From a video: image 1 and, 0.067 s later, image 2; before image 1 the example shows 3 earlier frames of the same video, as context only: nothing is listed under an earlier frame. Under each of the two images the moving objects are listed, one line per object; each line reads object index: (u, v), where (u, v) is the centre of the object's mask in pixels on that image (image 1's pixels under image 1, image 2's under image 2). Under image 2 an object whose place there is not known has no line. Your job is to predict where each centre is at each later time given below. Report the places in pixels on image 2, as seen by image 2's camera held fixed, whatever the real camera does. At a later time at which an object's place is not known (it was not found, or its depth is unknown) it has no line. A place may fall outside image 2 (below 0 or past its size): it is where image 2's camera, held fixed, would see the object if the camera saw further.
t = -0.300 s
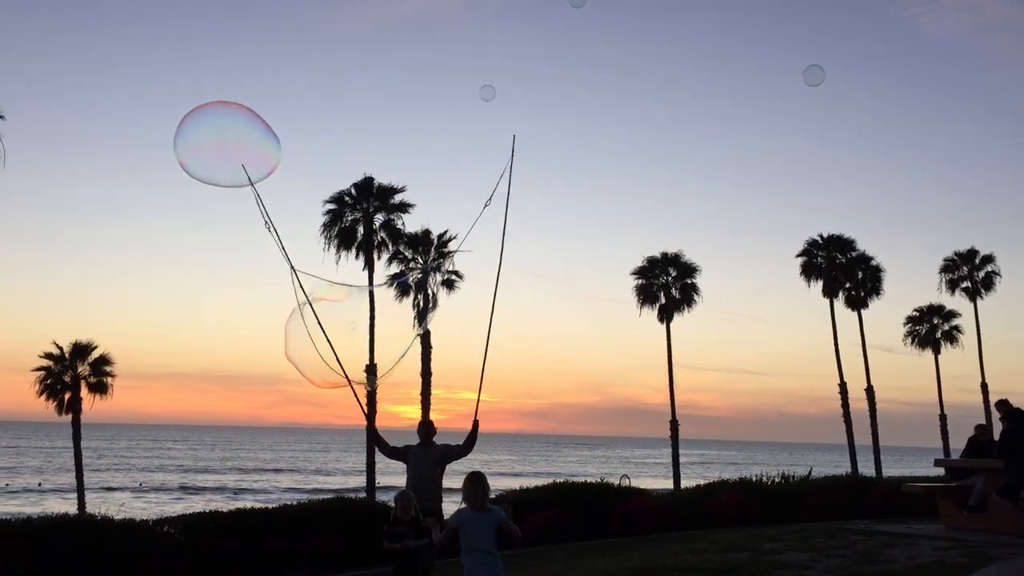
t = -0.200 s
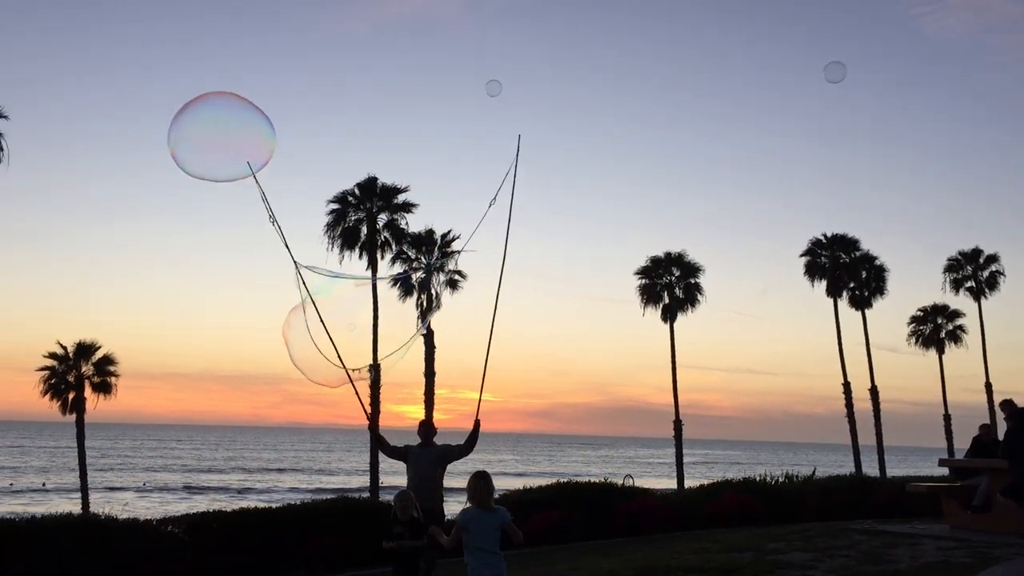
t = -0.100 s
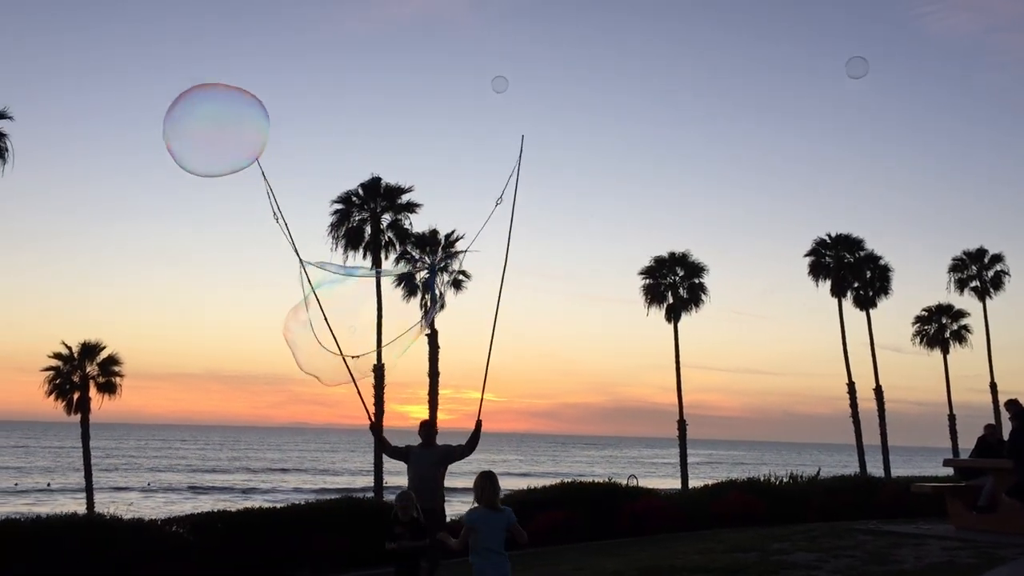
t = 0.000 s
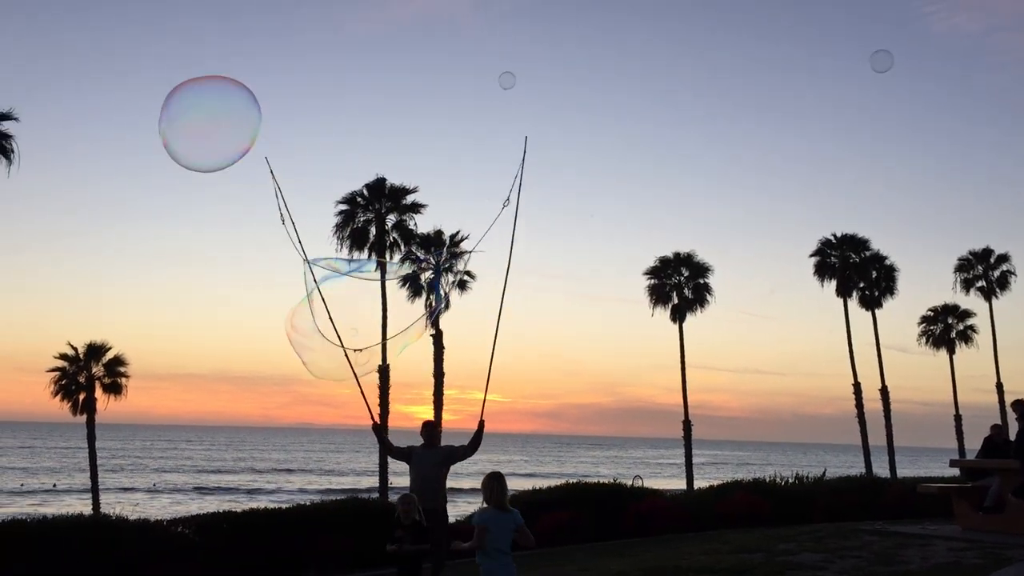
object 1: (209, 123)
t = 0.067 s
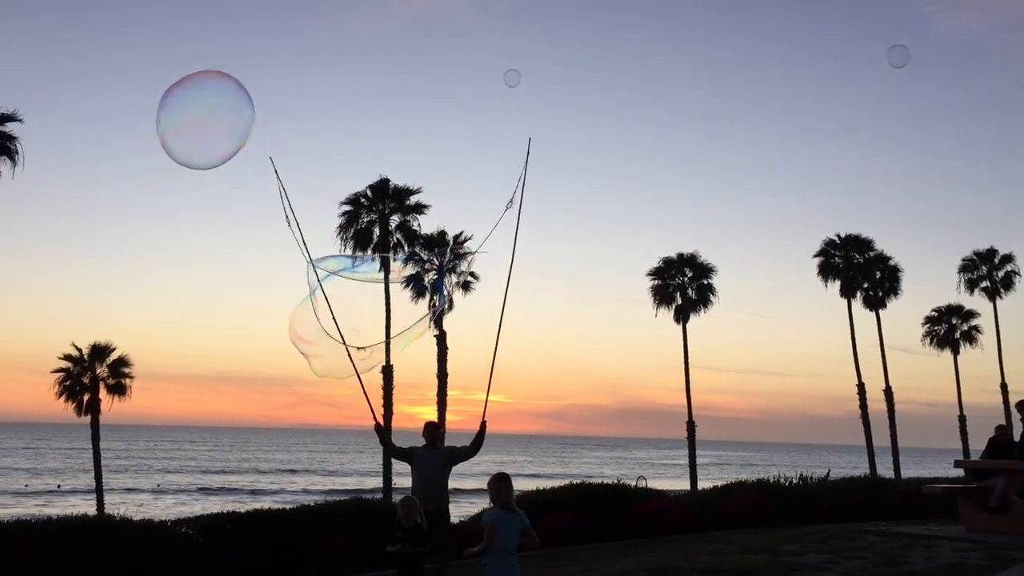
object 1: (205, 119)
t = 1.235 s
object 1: (19, 98)
